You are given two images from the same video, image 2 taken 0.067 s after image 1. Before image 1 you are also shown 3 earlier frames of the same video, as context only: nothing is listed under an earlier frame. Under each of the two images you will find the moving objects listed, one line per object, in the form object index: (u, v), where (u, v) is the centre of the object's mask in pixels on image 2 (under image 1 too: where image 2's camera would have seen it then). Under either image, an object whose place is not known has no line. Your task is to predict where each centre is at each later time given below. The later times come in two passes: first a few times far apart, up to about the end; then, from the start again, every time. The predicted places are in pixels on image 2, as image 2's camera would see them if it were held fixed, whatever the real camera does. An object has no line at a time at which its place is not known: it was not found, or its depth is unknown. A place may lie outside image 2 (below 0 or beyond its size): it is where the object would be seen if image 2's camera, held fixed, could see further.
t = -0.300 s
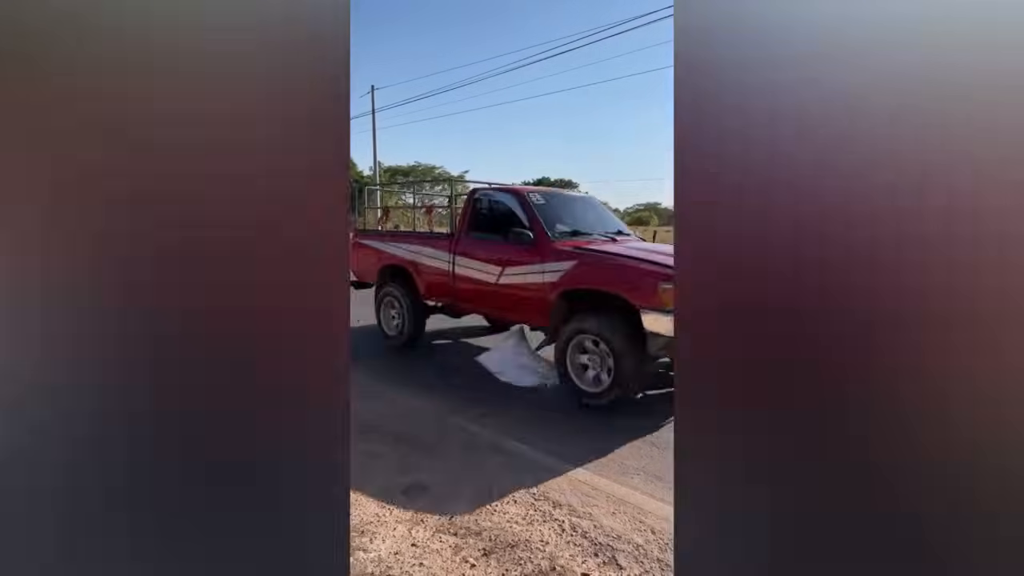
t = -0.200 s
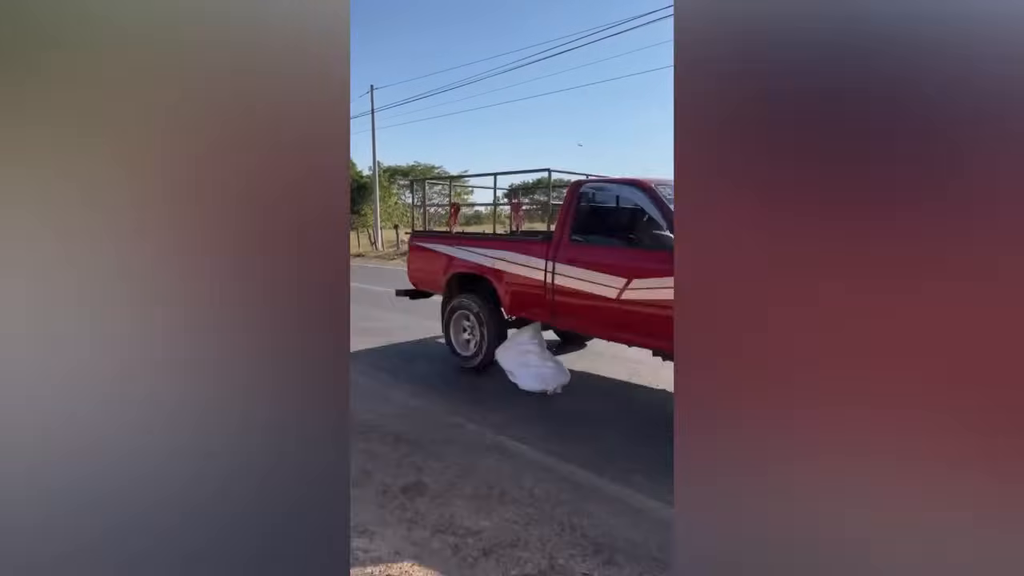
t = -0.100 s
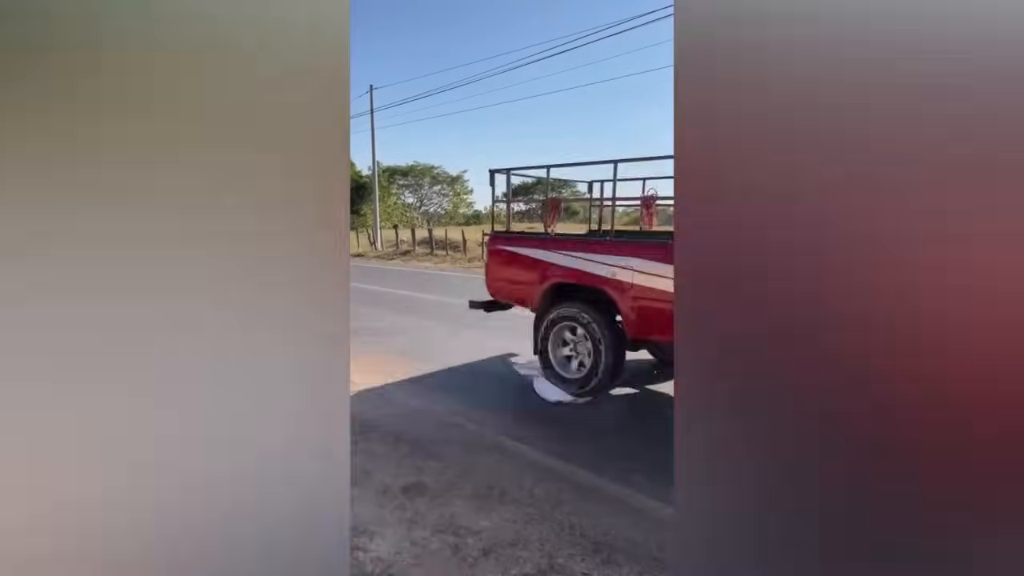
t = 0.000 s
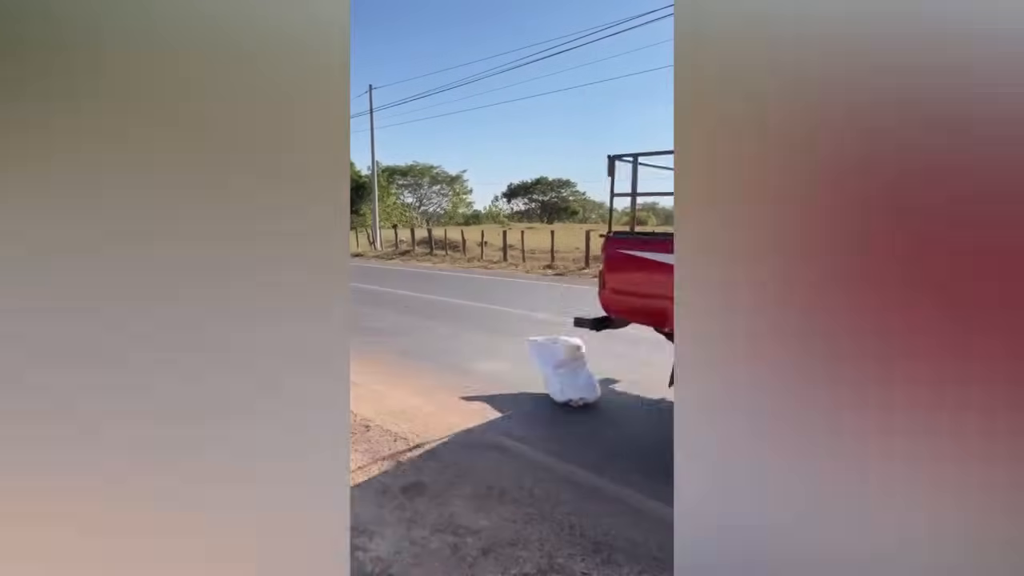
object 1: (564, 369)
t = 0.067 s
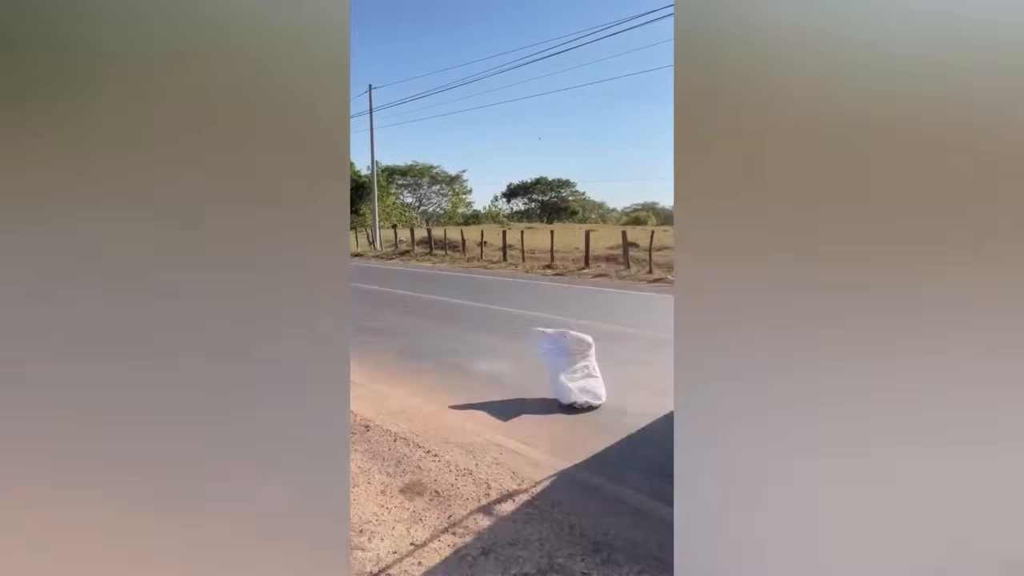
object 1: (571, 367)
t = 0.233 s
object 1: (592, 371)
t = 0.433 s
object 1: (617, 391)
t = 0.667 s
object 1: (629, 398)
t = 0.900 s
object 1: (628, 398)
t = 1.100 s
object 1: (628, 398)
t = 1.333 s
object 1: (628, 398)
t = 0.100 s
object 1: (574, 366)
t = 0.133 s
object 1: (579, 366)
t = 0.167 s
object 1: (583, 368)
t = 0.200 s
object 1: (587, 370)
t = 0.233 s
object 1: (592, 371)
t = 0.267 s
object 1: (597, 374)
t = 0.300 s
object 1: (601, 377)
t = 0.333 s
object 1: (605, 380)
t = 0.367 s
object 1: (609, 383)
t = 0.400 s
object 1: (613, 386)
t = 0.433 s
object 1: (617, 391)
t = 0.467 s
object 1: (621, 394)
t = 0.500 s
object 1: (624, 397)
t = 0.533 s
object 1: (626, 398)
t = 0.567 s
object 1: (628, 398)
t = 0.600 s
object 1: (628, 398)
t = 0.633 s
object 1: (628, 398)
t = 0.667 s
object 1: (629, 398)
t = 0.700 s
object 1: (629, 398)
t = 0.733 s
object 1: (628, 398)
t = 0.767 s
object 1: (628, 398)
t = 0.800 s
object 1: (628, 398)
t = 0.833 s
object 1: (628, 398)
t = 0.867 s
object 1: (628, 398)
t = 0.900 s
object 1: (628, 398)
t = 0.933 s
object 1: (628, 398)
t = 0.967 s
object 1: (628, 398)
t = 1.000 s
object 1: (628, 398)
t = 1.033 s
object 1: (628, 398)
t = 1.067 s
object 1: (628, 398)
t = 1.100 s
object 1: (628, 398)
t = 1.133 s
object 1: (628, 398)
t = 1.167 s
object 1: (628, 398)
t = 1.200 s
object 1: (628, 398)
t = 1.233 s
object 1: (628, 398)
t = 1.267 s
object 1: (628, 398)
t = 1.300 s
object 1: (628, 398)
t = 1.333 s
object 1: (628, 398)
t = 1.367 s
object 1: (628, 398)
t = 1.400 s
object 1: (628, 398)
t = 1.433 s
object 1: (628, 398)
